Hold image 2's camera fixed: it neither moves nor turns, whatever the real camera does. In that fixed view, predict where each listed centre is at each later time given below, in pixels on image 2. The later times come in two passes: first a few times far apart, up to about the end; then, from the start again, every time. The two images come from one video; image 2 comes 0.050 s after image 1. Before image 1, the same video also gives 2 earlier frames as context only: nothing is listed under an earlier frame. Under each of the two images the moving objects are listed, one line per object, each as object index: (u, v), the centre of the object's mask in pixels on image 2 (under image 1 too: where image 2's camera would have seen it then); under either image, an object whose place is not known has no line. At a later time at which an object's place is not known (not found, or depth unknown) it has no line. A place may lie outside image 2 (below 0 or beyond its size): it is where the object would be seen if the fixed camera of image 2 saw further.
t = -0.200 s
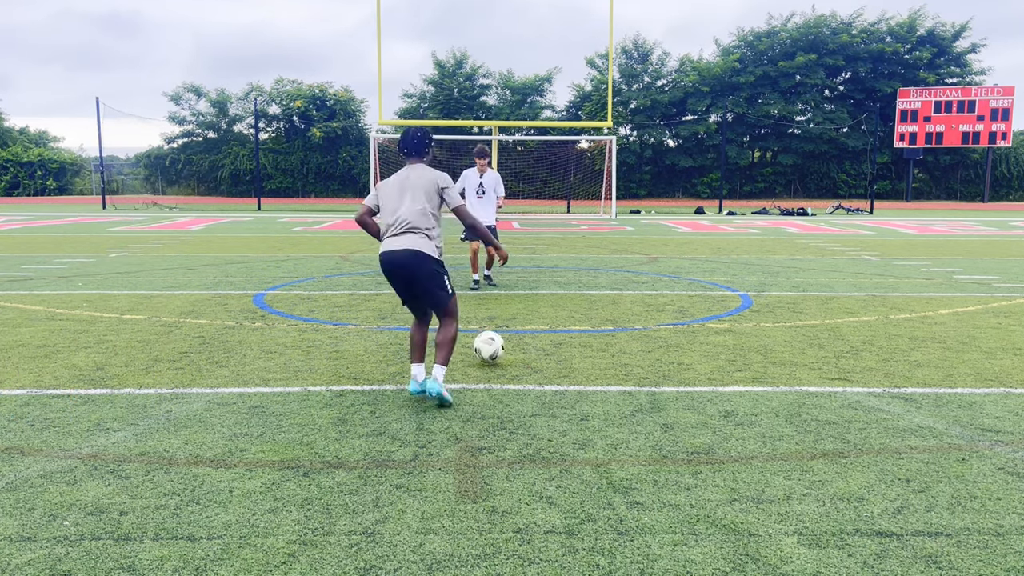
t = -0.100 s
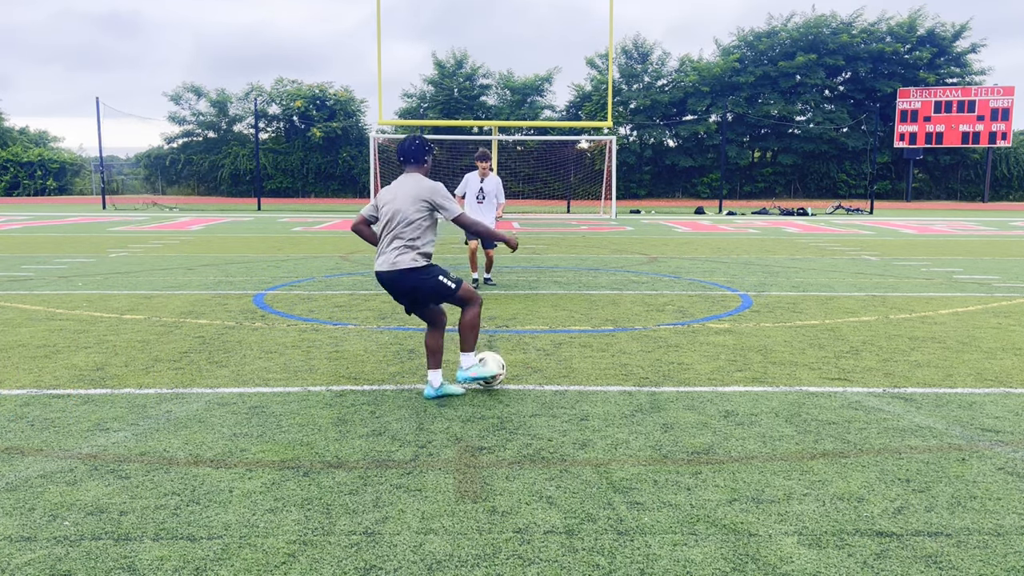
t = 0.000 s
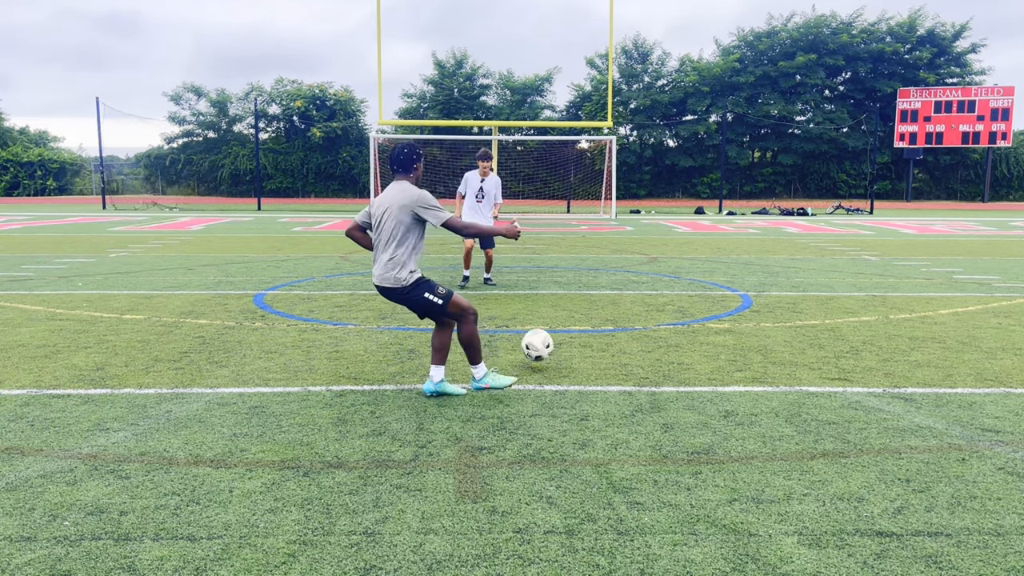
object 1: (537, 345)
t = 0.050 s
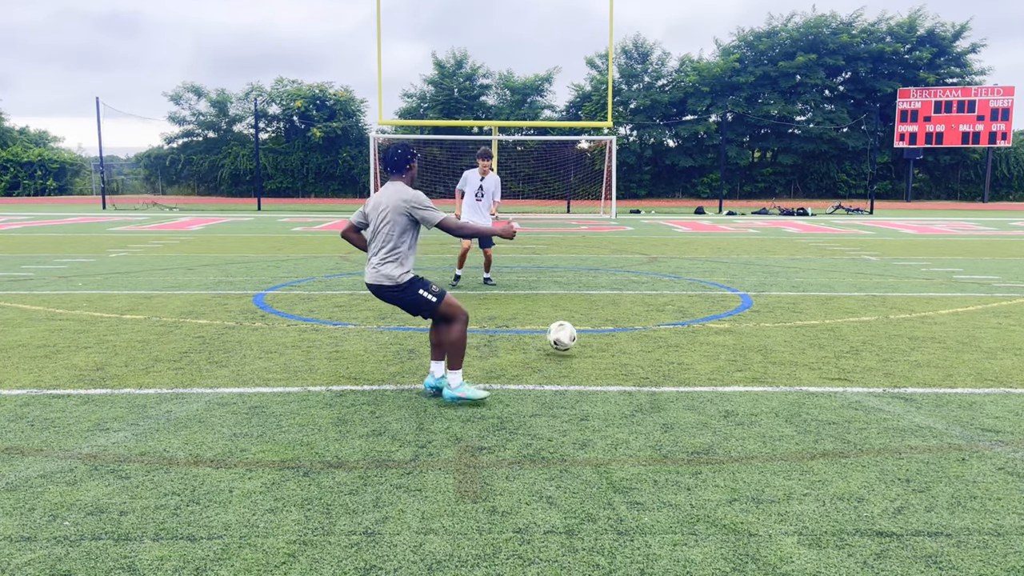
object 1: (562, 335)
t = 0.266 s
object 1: (633, 306)
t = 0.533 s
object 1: (681, 281)
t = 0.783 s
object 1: (709, 268)
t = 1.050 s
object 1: (730, 259)
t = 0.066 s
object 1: (569, 333)
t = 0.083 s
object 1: (576, 332)
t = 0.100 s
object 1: (583, 331)
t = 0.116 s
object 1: (589, 328)
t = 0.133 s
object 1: (594, 324)
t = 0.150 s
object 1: (600, 320)
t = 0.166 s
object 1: (605, 317)
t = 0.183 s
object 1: (610, 314)
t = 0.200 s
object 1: (615, 312)
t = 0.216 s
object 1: (619, 310)
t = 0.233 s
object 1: (624, 308)
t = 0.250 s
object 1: (629, 307)
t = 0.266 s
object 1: (633, 306)
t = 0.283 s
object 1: (637, 304)
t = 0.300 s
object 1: (640, 302)
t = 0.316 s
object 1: (644, 299)
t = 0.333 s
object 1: (648, 296)
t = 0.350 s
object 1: (651, 293)
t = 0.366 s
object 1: (654, 291)
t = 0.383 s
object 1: (657, 290)
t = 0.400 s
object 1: (660, 288)
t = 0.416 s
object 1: (663, 287)
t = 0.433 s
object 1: (666, 287)
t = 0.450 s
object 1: (668, 286)
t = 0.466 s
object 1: (671, 287)
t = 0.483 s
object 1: (674, 286)
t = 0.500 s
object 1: (676, 285)
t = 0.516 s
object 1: (678, 282)
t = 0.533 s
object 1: (681, 281)
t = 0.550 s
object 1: (683, 279)
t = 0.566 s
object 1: (685, 277)
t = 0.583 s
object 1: (687, 276)
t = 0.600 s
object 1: (690, 275)
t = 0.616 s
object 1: (692, 275)
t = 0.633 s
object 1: (694, 275)
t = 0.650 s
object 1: (696, 275)
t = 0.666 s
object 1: (698, 275)
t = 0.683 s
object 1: (699, 274)
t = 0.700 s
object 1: (701, 273)
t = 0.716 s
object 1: (702, 271)
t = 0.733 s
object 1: (705, 270)
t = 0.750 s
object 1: (706, 269)
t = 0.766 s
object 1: (707, 268)
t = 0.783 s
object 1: (709, 268)
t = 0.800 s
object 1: (710, 268)
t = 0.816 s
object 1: (712, 268)
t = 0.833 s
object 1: (713, 268)
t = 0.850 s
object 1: (714, 268)
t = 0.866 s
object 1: (716, 266)
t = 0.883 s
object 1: (717, 265)
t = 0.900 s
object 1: (719, 263)
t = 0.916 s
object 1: (720, 263)
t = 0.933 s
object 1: (721, 262)
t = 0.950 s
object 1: (723, 262)
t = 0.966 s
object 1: (724, 262)
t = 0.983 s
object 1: (725, 262)
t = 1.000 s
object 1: (726, 262)
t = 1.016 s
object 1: (727, 261)
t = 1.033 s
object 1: (729, 260)
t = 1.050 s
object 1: (730, 259)
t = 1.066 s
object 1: (731, 258)
